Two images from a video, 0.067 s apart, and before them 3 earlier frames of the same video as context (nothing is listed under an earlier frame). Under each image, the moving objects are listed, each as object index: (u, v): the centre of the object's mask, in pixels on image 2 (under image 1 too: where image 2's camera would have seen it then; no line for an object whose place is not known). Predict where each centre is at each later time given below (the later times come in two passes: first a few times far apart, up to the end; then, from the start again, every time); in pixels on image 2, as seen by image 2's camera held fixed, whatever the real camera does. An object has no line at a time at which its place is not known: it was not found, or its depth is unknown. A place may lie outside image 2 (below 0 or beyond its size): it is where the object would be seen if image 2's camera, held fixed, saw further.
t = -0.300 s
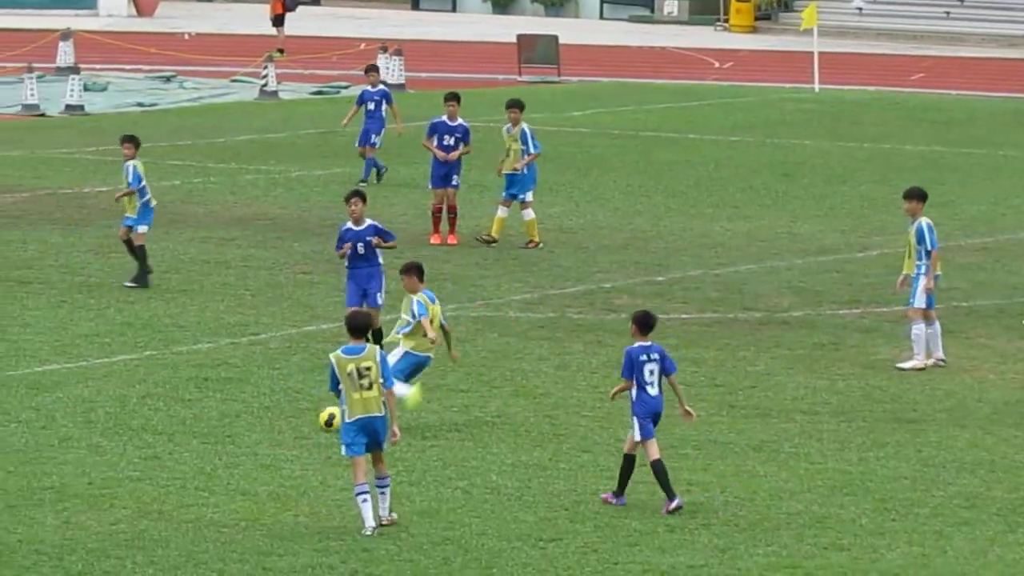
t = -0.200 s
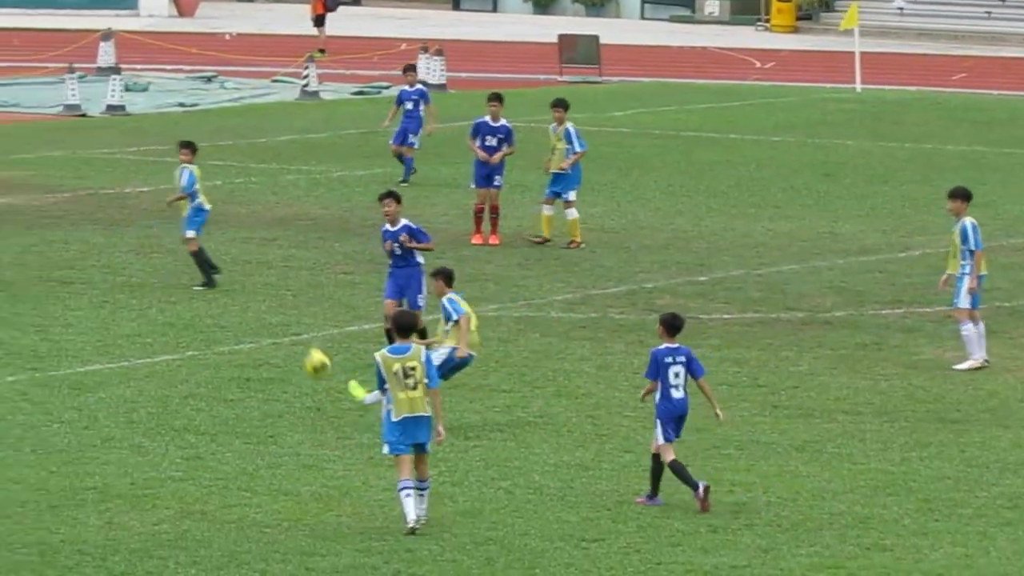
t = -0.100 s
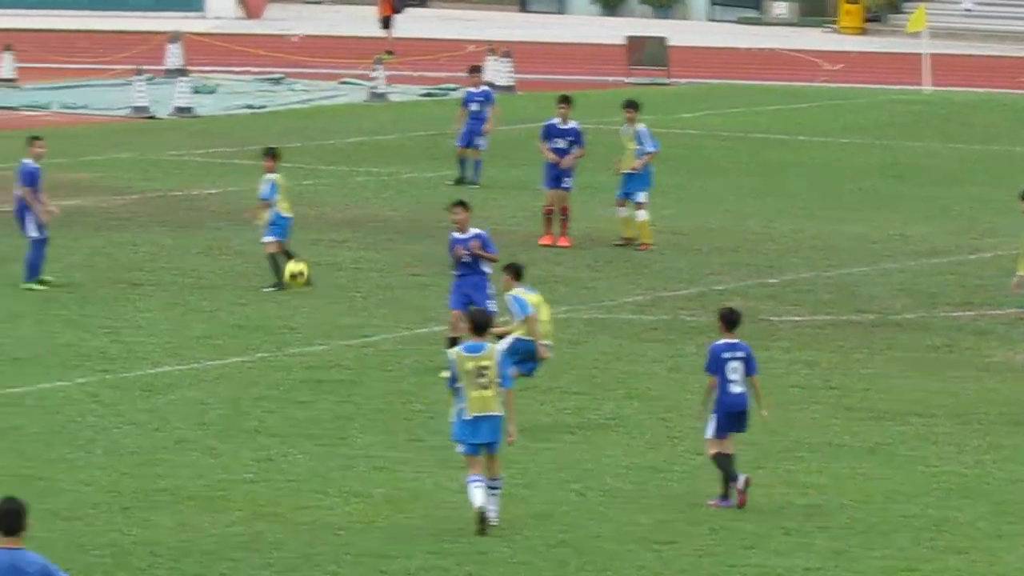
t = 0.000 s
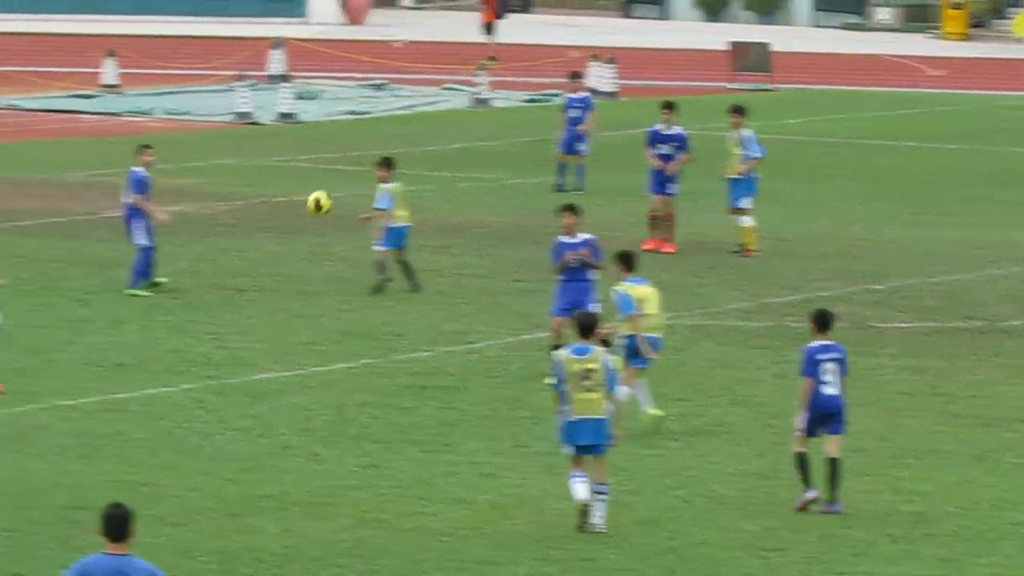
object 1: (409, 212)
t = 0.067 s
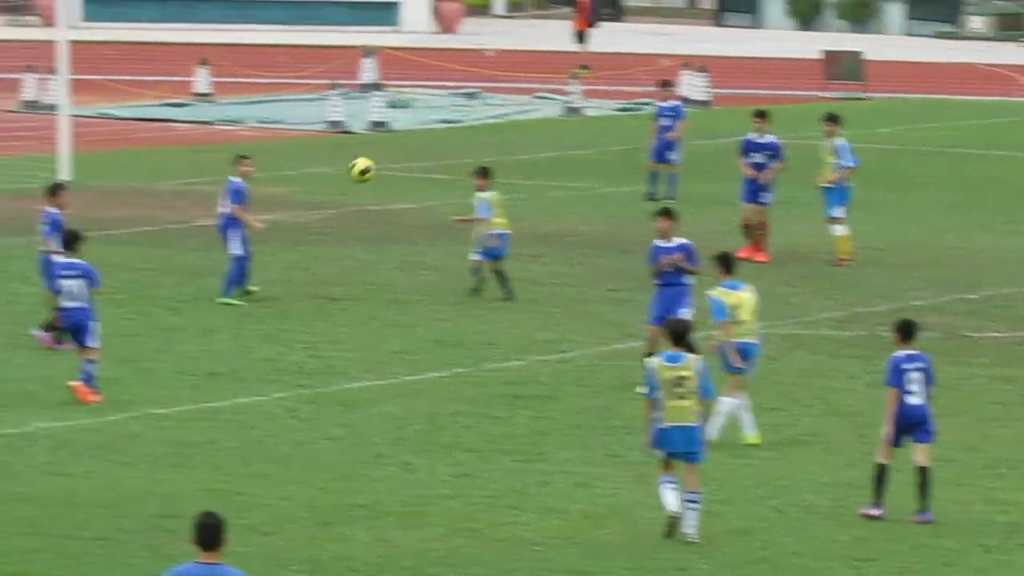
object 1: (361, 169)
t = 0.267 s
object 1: (245, 77)
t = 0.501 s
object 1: (134, 26)
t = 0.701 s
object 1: (64, 25)
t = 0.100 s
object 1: (341, 152)
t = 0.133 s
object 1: (322, 134)
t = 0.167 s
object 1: (301, 119)
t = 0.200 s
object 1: (282, 104)
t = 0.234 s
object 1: (263, 90)
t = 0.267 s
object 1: (245, 77)
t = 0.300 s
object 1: (227, 66)
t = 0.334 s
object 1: (210, 56)
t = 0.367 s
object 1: (193, 48)
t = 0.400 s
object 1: (178, 41)
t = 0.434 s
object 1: (162, 35)
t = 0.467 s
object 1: (148, 30)
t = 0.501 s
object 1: (134, 26)
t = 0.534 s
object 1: (120, 22)
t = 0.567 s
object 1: (108, 21)
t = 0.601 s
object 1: (97, 21)
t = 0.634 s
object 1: (86, 21)
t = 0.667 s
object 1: (75, 23)
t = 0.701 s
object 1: (64, 25)
